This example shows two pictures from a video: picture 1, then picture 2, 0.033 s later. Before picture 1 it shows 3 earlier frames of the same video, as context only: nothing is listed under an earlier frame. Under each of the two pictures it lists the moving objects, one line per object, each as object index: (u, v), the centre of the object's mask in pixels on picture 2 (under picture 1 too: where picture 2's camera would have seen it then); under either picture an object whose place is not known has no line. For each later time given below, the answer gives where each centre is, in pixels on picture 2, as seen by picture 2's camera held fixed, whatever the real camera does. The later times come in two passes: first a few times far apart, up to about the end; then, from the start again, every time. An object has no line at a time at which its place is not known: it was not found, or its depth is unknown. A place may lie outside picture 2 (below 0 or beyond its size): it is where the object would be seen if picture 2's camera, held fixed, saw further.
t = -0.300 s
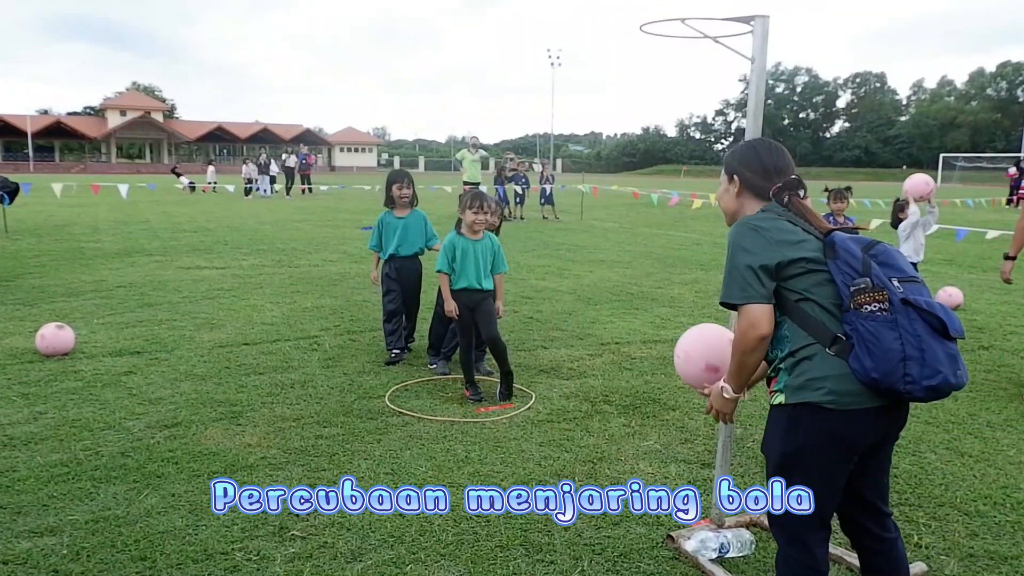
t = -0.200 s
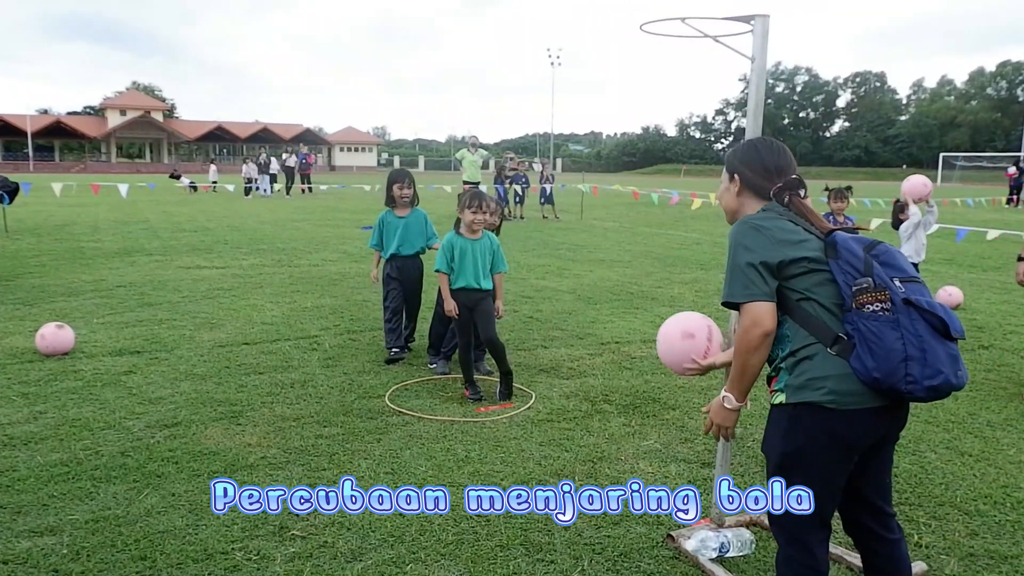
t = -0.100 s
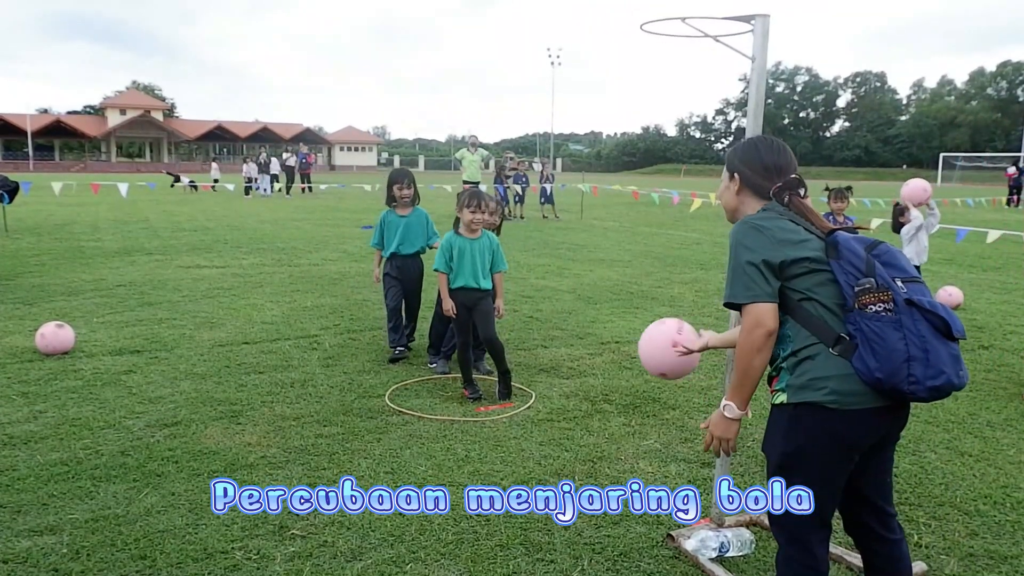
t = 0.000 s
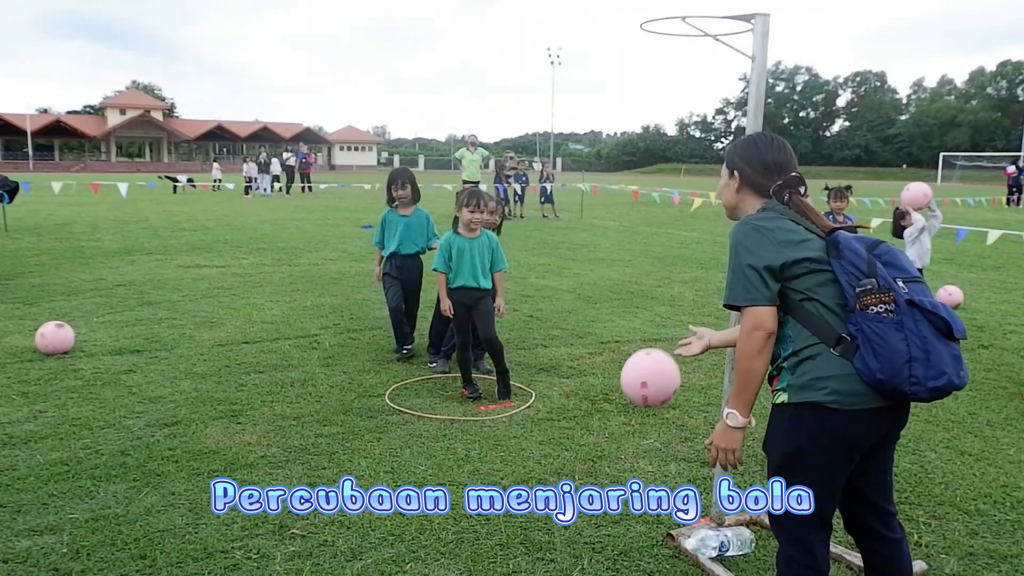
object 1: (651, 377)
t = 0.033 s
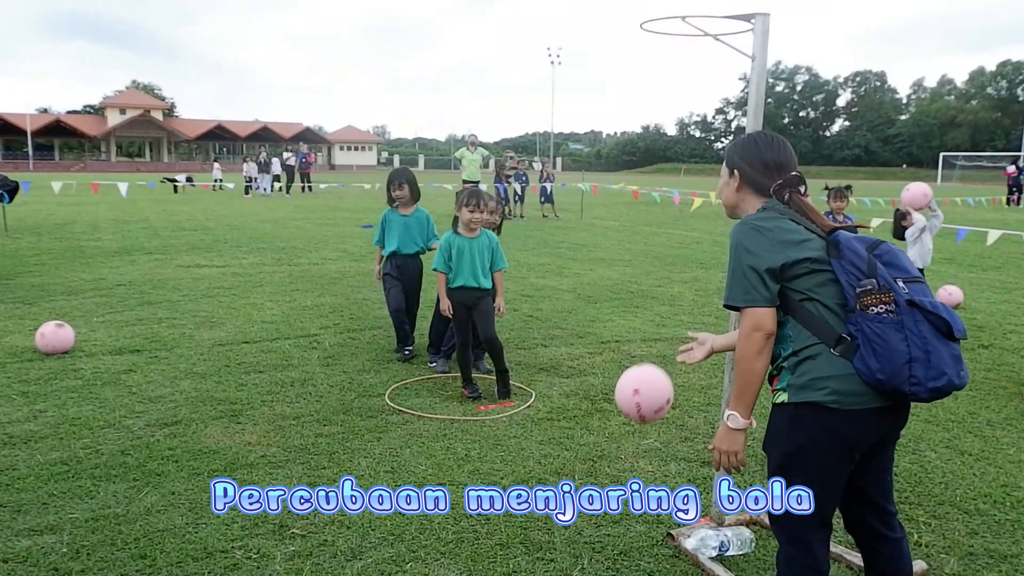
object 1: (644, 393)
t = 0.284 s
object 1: (614, 391)
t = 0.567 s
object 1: (590, 392)
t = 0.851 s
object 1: (569, 384)
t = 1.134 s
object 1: (551, 384)
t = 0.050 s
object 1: (641, 401)
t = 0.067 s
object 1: (638, 410)
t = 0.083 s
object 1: (635, 420)
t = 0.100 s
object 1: (632, 430)
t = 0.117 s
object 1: (629, 440)
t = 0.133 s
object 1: (626, 451)
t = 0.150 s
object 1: (624, 454)
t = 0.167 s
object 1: (623, 444)
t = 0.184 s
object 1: (622, 435)
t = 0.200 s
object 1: (620, 426)
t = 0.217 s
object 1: (619, 417)
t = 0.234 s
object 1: (618, 410)
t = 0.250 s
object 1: (617, 402)
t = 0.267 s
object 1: (615, 396)
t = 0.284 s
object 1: (614, 391)
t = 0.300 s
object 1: (613, 386)
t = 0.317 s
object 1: (611, 381)
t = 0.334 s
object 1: (610, 378)
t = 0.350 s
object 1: (608, 375)
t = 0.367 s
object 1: (607, 373)
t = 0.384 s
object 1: (606, 371)
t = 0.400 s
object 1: (604, 370)
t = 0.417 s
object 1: (603, 370)
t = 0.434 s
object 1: (602, 370)
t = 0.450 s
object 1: (600, 370)
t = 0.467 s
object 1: (599, 372)
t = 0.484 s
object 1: (597, 374)
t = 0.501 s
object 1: (596, 376)
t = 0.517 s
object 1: (594, 380)
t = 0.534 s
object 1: (593, 383)
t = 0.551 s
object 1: (591, 388)
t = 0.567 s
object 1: (590, 392)
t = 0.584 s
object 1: (588, 398)
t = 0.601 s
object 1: (587, 403)
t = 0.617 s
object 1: (585, 410)
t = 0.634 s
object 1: (584, 417)
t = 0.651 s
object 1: (582, 415)
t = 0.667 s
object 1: (581, 409)
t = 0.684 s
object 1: (580, 404)
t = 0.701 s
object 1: (579, 400)
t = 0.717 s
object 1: (578, 395)
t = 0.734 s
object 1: (577, 392)
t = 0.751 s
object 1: (576, 389)
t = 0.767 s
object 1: (575, 387)
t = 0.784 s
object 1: (574, 386)
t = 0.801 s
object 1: (573, 384)
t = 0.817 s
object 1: (572, 384)
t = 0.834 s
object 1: (570, 384)
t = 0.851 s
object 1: (569, 384)
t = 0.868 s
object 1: (568, 385)
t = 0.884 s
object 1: (567, 387)
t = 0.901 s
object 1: (566, 389)
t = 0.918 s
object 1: (564, 392)
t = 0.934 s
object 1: (563, 395)
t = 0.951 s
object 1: (562, 398)
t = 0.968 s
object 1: (561, 395)
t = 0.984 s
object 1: (560, 391)
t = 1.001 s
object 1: (559, 388)
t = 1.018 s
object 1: (558, 386)
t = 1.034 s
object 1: (557, 385)
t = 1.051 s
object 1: (556, 383)
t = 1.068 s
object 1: (555, 382)
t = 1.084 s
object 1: (554, 382)
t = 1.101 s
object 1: (553, 382)
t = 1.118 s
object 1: (552, 383)
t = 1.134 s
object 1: (551, 384)
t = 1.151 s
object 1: (550, 386)
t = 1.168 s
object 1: (549, 386)
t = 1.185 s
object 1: (549, 384)
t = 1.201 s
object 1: (550, 383)
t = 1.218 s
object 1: (552, 381)
